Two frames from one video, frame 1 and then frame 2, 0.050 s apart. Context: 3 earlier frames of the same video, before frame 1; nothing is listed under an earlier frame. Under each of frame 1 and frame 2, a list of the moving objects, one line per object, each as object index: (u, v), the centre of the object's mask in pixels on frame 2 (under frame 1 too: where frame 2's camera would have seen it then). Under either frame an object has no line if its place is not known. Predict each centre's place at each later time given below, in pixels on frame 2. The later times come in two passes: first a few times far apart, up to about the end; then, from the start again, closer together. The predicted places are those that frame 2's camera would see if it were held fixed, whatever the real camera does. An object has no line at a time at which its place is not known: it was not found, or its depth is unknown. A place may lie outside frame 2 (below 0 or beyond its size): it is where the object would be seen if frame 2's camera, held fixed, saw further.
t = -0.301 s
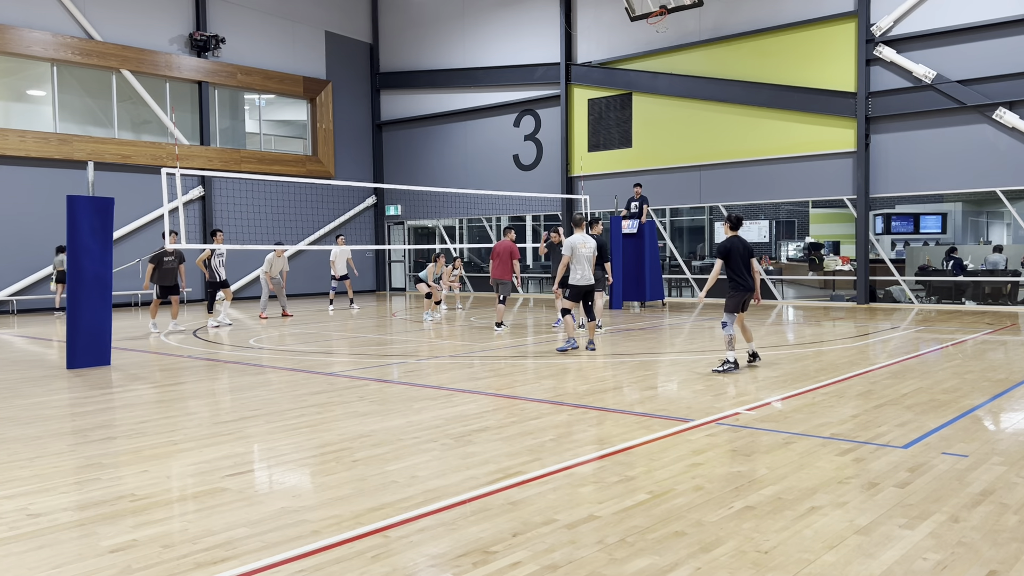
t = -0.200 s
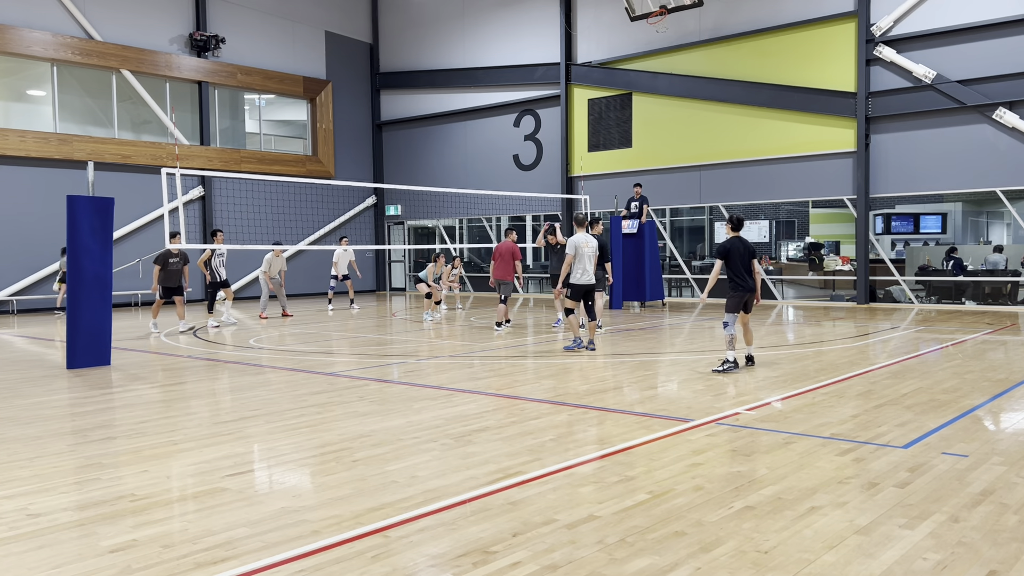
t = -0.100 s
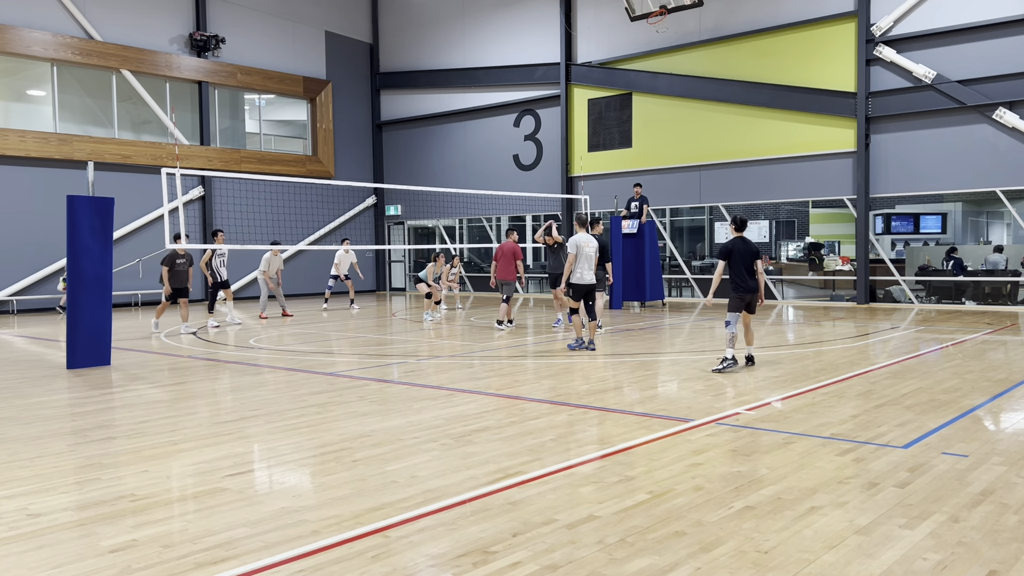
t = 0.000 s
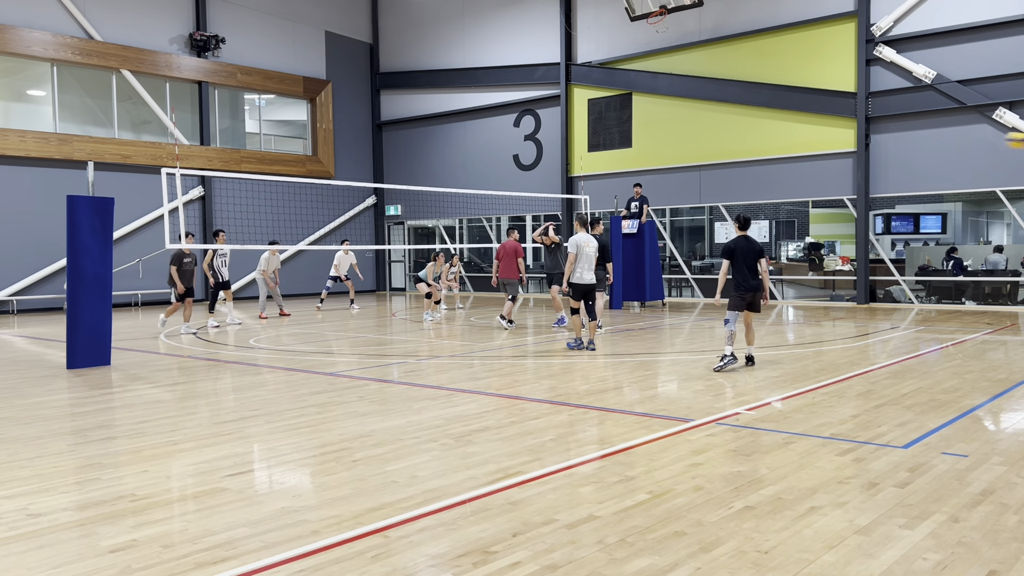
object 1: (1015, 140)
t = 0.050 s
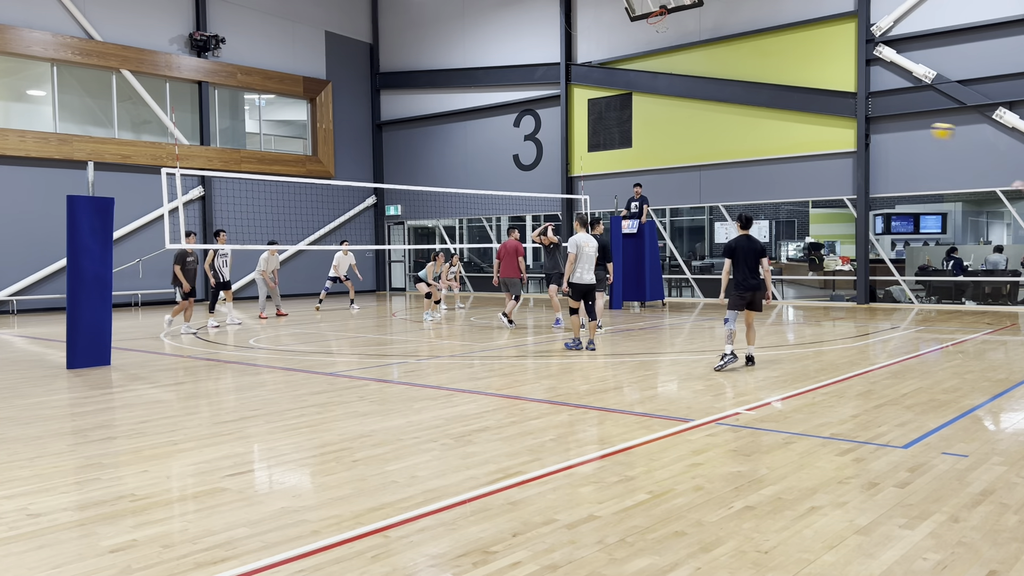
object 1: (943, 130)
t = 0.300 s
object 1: (644, 111)
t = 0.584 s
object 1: (405, 144)
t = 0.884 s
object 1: (221, 201)
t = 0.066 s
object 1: (918, 128)
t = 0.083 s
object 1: (895, 125)
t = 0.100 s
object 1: (873, 123)
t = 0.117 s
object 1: (851, 121)
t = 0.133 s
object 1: (830, 119)
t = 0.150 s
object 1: (809, 117)
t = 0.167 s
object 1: (789, 115)
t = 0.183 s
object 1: (769, 114)
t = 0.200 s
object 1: (750, 112)
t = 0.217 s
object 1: (732, 112)
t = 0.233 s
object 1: (713, 111)
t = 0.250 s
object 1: (695, 110)
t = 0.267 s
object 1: (678, 111)
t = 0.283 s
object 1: (660, 111)
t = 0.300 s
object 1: (644, 111)
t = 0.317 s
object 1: (626, 113)
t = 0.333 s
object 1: (610, 114)
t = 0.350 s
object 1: (596, 115)
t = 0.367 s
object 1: (579, 116)
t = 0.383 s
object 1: (565, 118)
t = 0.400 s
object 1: (550, 119)
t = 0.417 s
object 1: (536, 121)
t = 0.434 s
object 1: (521, 122)
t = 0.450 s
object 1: (507, 125)
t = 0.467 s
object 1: (494, 127)
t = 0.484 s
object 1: (480, 129)
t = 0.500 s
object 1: (467, 131)
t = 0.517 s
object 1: (454, 133)
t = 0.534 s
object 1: (442, 136)
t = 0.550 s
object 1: (430, 138)
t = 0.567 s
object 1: (417, 141)
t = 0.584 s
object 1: (405, 144)
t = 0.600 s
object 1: (393, 146)
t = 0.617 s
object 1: (382, 149)
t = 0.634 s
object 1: (371, 151)
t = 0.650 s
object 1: (360, 154)
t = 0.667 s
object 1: (349, 157)
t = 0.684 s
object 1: (338, 160)
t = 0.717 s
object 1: (317, 166)
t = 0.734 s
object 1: (307, 169)
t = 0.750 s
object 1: (297, 172)
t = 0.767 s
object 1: (288, 174)
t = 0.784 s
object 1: (277, 179)
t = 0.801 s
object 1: (267, 184)
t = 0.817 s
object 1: (258, 186)
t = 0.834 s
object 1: (248, 190)
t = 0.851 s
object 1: (239, 194)
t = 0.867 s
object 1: (230, 197)
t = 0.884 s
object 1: (221, 201)
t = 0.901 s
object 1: (212, 205)
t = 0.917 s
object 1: (203, 209)
